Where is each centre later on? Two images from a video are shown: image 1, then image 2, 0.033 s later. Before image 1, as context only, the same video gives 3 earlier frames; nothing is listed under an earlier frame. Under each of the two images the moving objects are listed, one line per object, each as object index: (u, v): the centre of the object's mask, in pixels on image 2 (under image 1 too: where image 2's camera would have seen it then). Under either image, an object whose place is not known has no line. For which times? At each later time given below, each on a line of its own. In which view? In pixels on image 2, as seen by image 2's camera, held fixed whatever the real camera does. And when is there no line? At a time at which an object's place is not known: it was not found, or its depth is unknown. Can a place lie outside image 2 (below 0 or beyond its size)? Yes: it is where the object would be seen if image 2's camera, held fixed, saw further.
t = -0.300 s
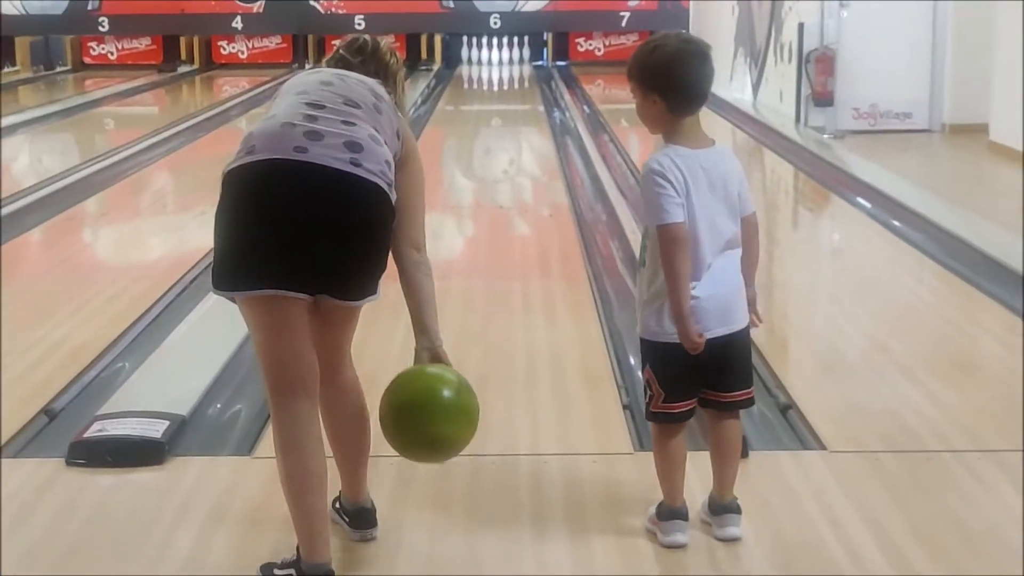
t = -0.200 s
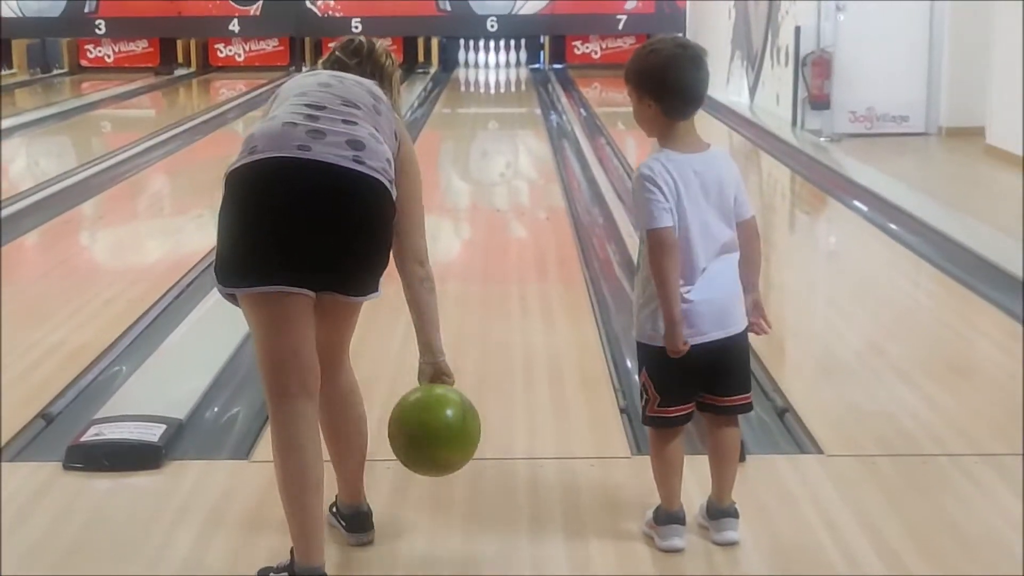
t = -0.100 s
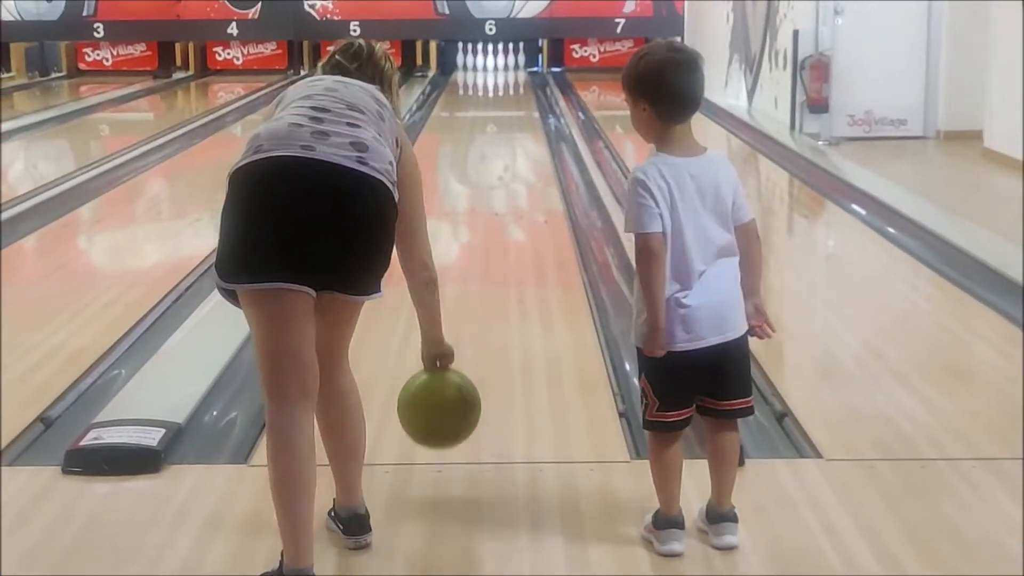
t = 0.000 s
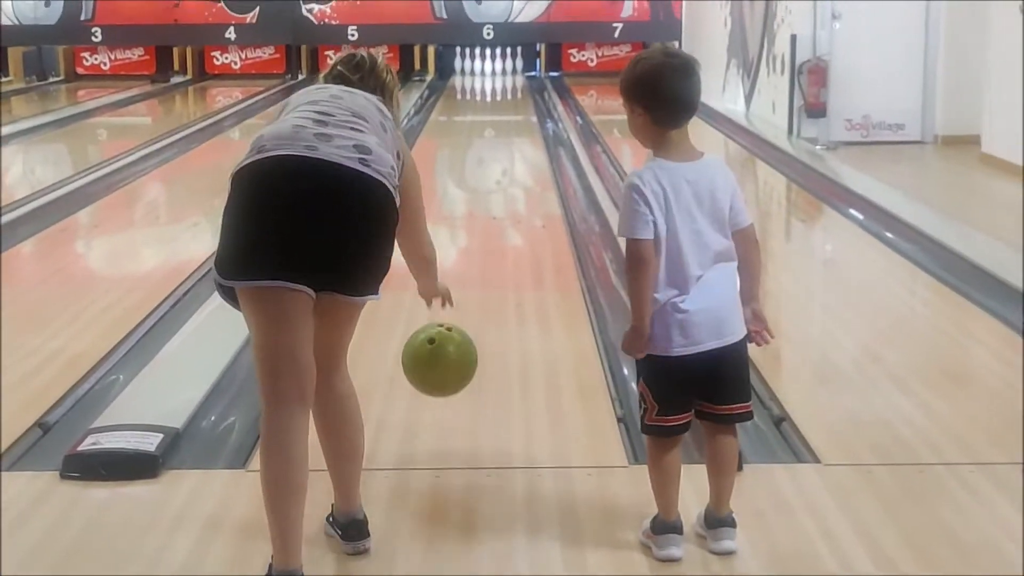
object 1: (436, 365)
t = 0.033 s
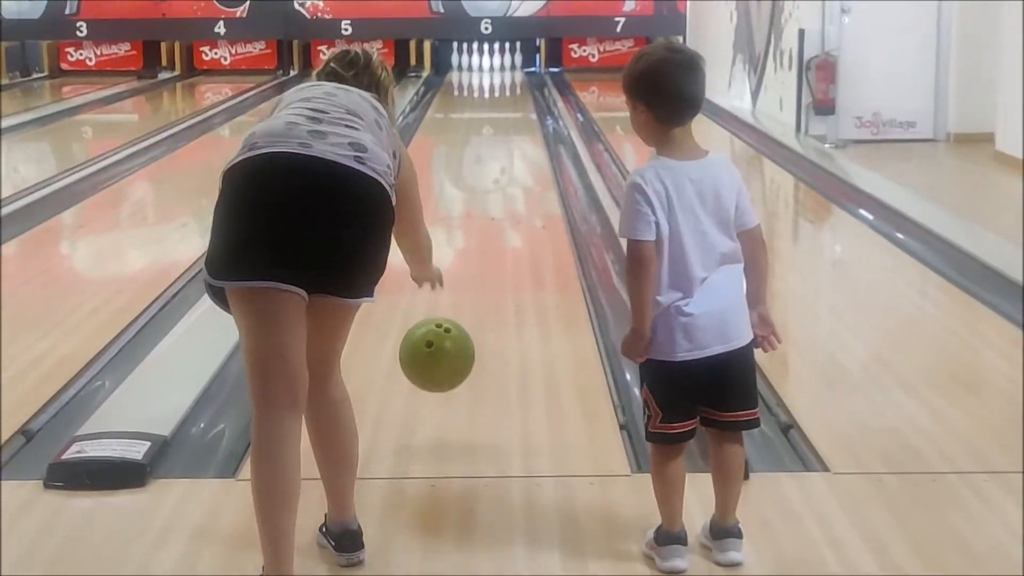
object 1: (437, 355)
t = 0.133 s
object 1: (439, 347)
